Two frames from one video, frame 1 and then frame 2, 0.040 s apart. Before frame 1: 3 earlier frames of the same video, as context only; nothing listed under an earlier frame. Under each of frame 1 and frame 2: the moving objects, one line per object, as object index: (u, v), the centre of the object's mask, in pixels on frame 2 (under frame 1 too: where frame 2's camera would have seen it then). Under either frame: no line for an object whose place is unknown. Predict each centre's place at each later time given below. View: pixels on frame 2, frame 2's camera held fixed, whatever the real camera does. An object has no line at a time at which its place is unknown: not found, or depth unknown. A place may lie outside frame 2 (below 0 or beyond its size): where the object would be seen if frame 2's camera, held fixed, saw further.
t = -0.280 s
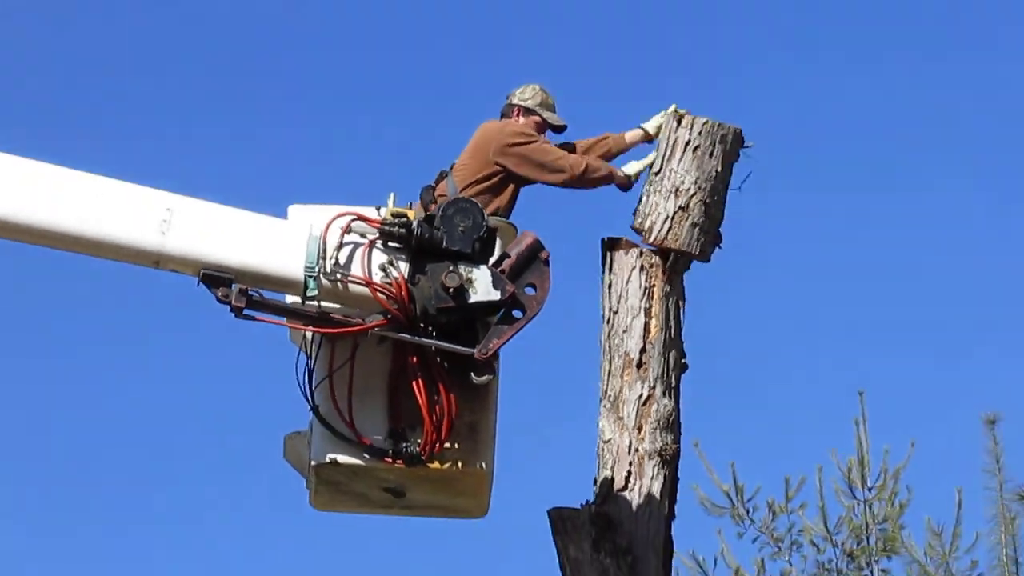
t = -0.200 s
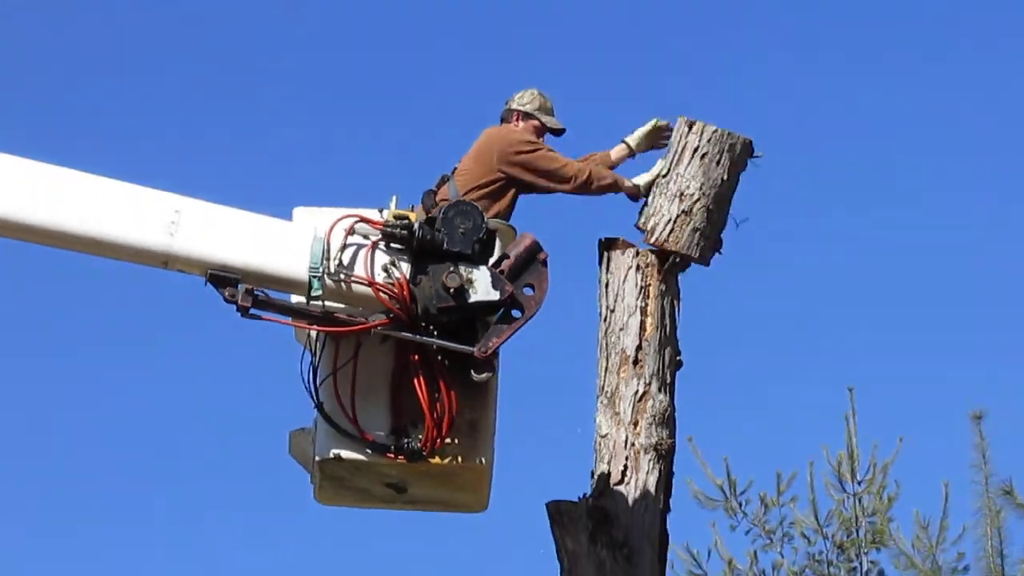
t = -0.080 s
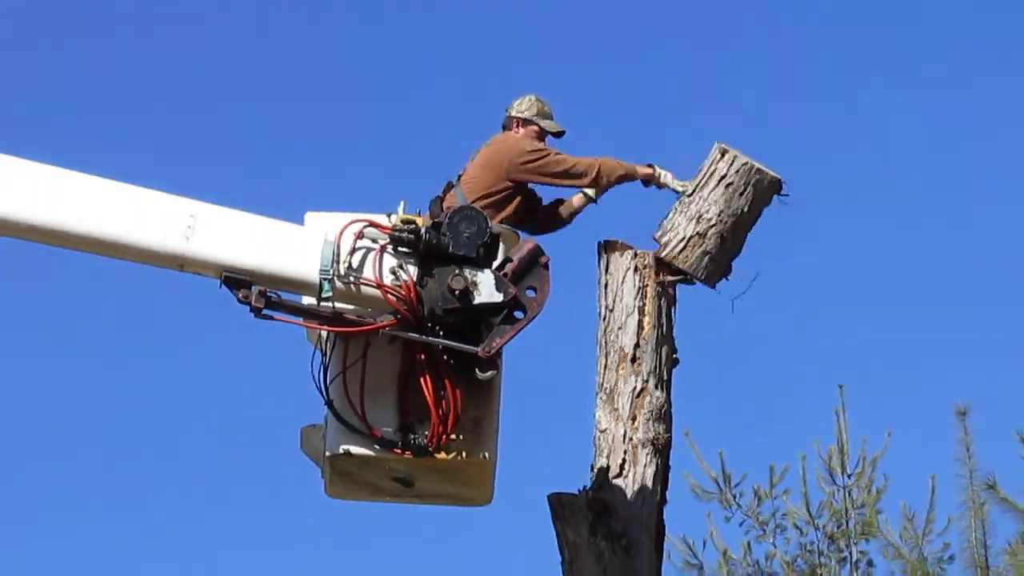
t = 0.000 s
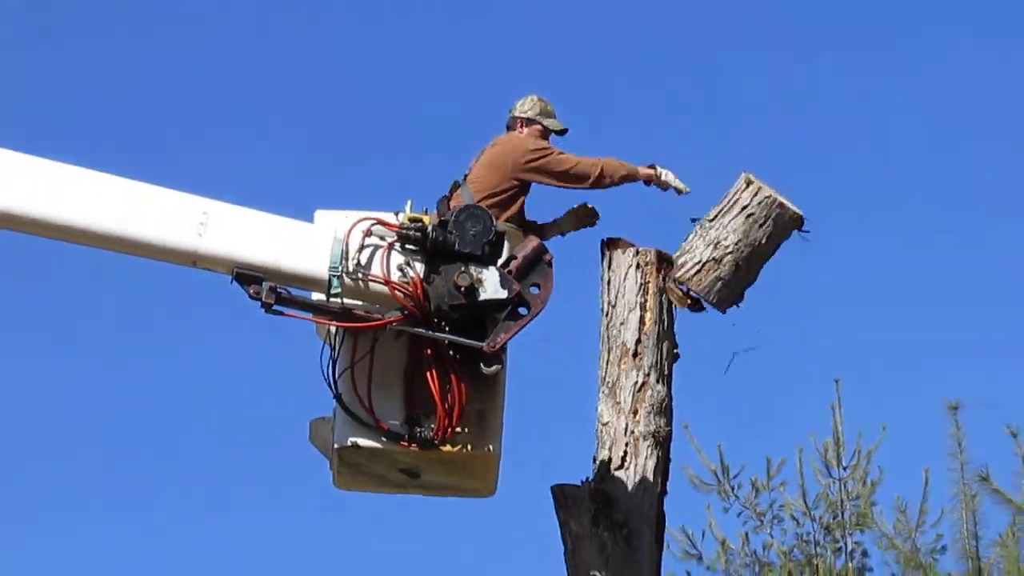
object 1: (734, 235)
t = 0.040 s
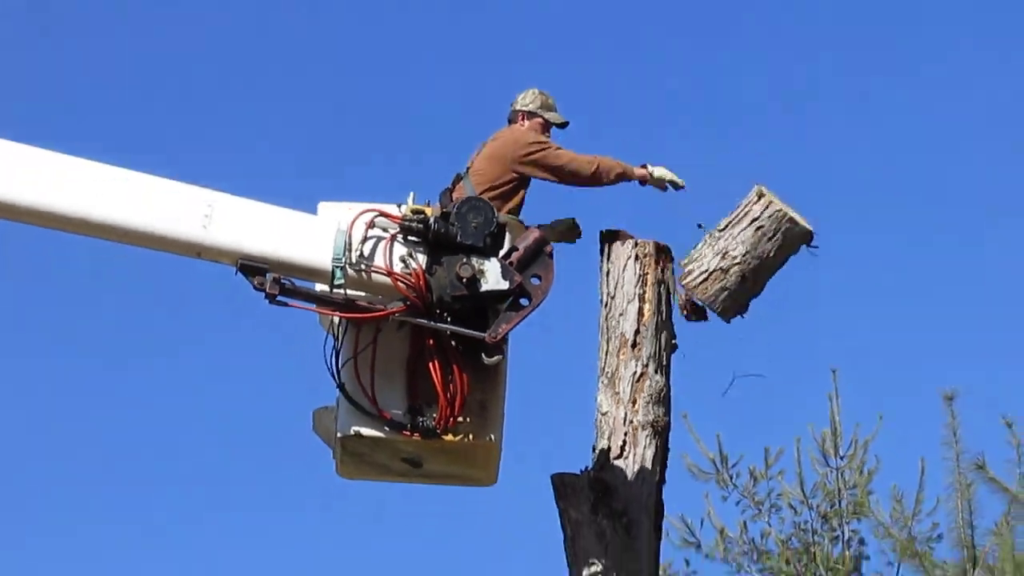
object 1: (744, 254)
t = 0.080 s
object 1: (752, 276)
